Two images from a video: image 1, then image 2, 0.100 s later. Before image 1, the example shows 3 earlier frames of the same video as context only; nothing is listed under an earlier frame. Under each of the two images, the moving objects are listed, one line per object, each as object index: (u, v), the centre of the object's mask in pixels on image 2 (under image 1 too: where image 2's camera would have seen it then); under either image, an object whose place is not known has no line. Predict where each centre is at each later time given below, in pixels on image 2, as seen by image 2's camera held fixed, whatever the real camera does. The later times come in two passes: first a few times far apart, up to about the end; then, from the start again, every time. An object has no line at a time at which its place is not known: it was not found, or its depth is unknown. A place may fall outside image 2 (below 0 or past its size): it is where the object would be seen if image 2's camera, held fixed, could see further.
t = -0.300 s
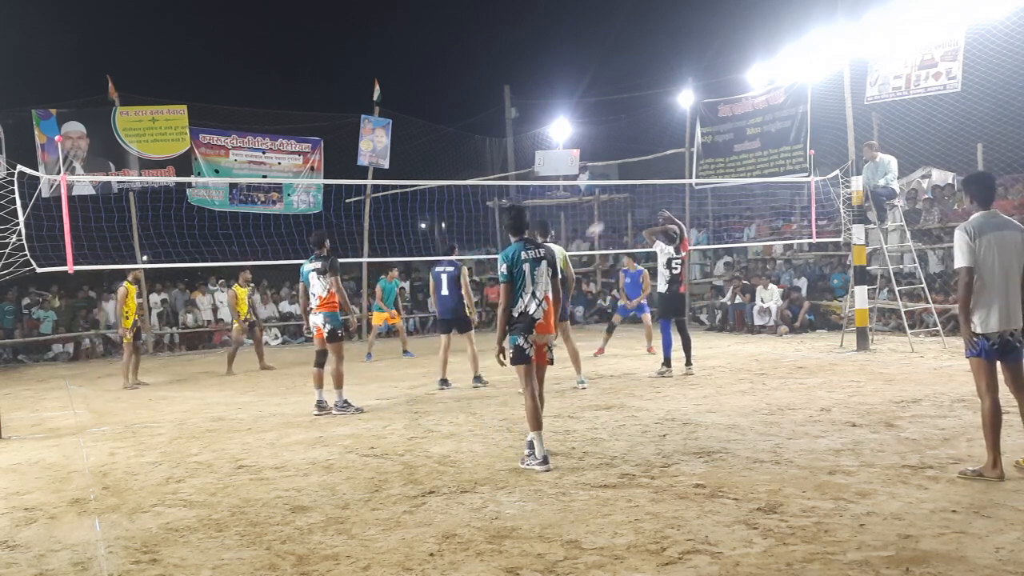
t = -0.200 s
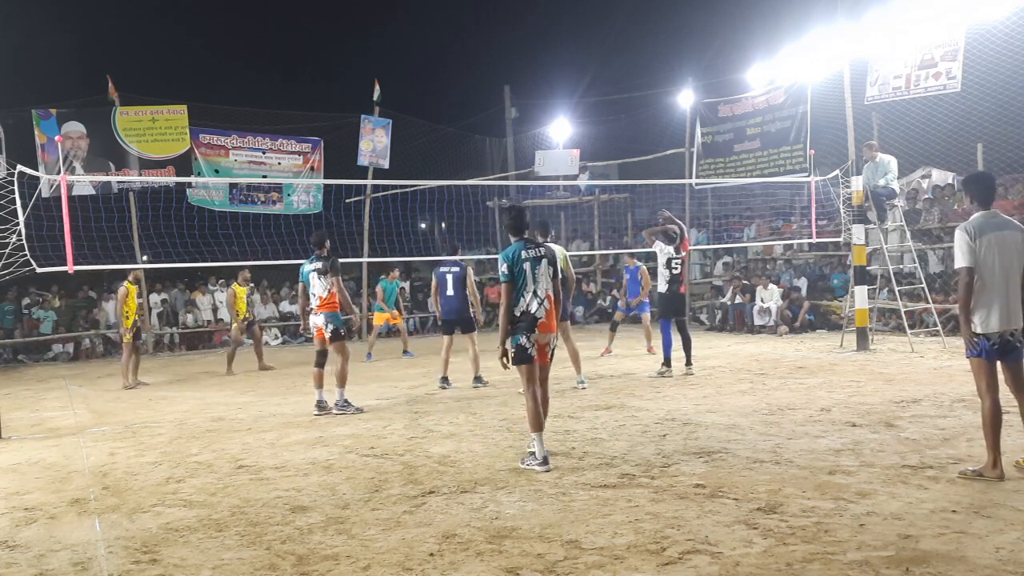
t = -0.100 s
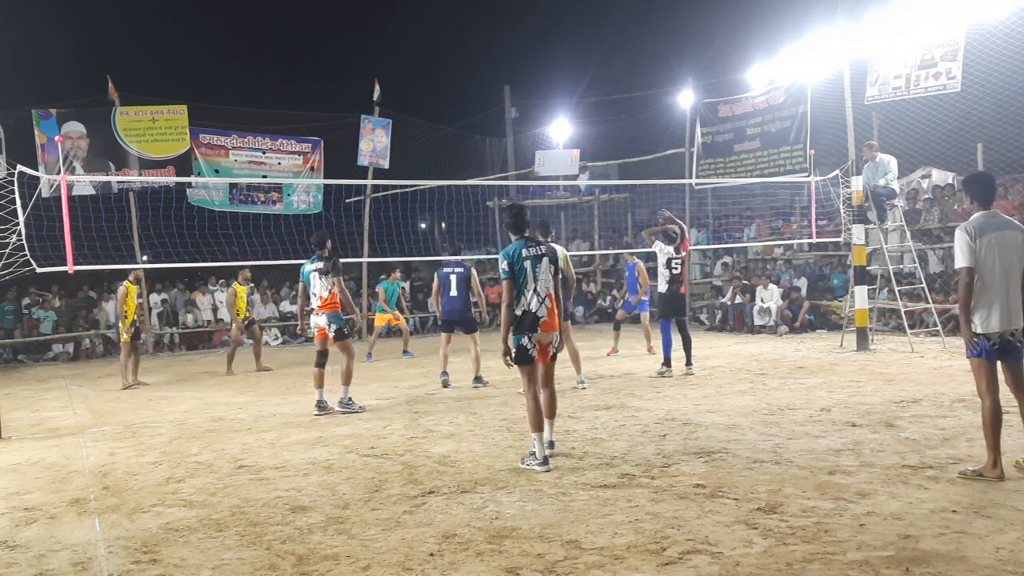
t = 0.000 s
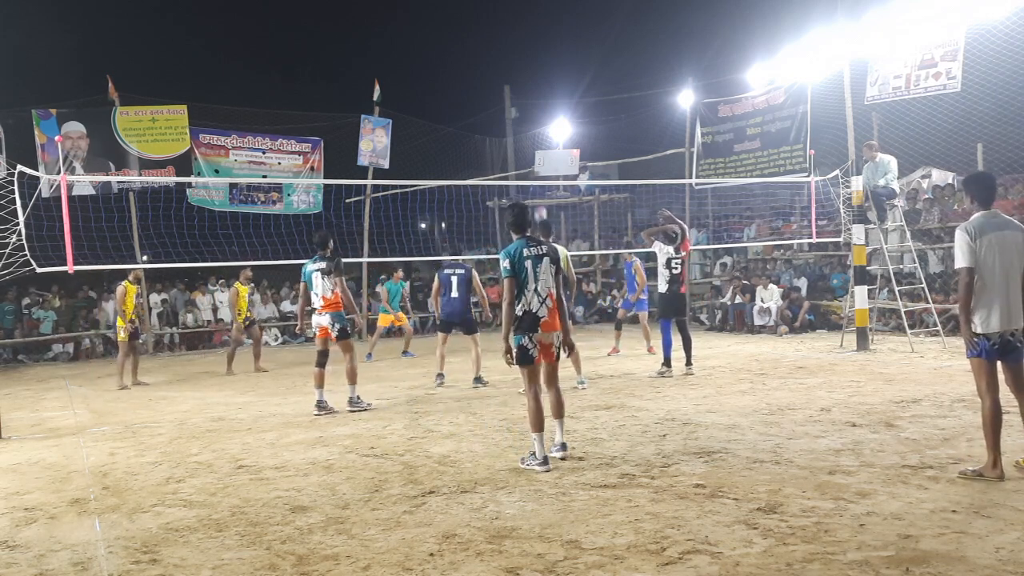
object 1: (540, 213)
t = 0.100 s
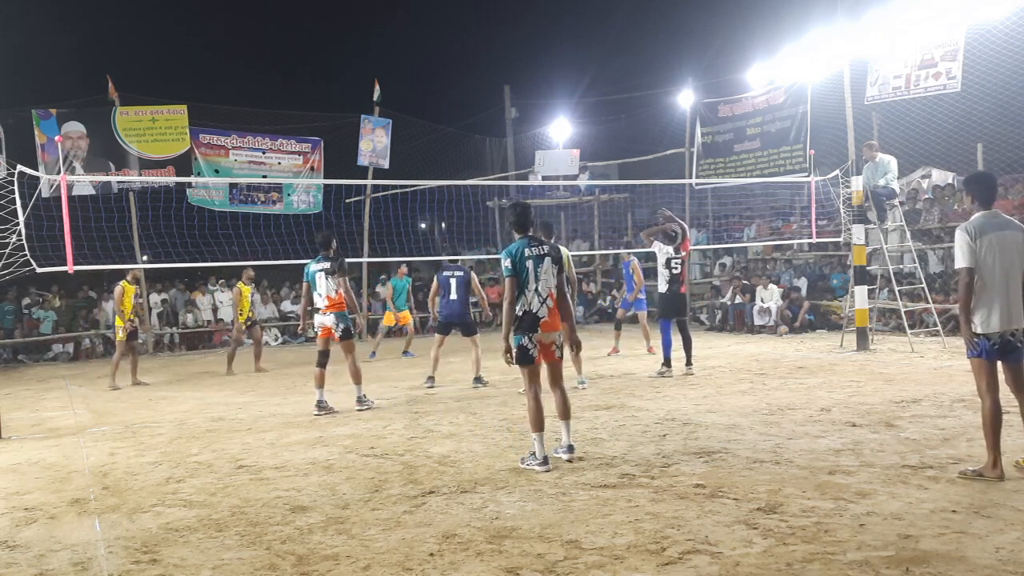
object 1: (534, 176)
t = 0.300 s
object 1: (524, 122)
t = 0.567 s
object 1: (507, 78)
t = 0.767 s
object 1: (493, 74)
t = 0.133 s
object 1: (532, 169)
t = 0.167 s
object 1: (531, 159)
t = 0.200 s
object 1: (530, 148)
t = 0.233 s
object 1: (527, 138)
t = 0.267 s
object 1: (526, 130)
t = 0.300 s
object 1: (524, 122)
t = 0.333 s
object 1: (521, 114)
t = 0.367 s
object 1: (519, 107)
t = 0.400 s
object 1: (517, 101)
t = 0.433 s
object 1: (516, 95)
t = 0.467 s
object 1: (513, 89)
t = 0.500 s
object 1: (511, 84)
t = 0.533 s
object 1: (509, 81)
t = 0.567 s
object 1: (507, 78)
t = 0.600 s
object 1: (505, 75)
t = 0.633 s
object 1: (502, 73)
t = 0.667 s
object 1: (500, 72)
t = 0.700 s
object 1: (497, 72)
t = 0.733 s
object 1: (495, 73)
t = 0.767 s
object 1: (493, 74)
